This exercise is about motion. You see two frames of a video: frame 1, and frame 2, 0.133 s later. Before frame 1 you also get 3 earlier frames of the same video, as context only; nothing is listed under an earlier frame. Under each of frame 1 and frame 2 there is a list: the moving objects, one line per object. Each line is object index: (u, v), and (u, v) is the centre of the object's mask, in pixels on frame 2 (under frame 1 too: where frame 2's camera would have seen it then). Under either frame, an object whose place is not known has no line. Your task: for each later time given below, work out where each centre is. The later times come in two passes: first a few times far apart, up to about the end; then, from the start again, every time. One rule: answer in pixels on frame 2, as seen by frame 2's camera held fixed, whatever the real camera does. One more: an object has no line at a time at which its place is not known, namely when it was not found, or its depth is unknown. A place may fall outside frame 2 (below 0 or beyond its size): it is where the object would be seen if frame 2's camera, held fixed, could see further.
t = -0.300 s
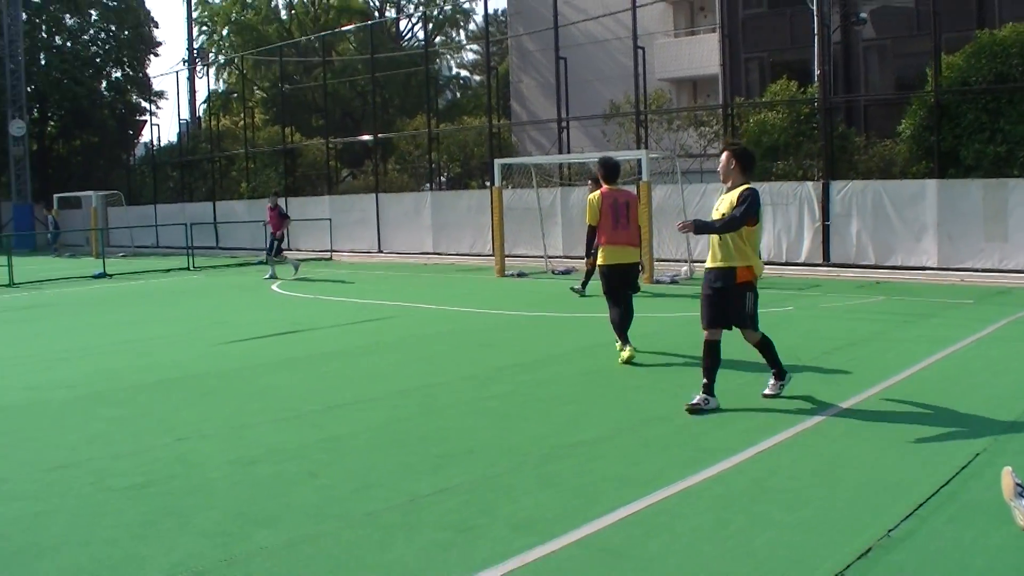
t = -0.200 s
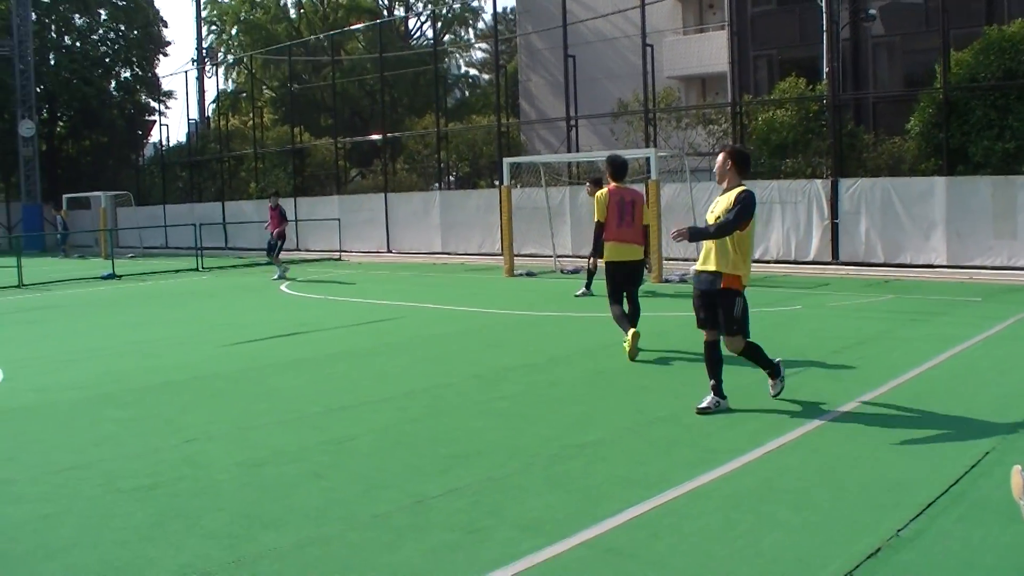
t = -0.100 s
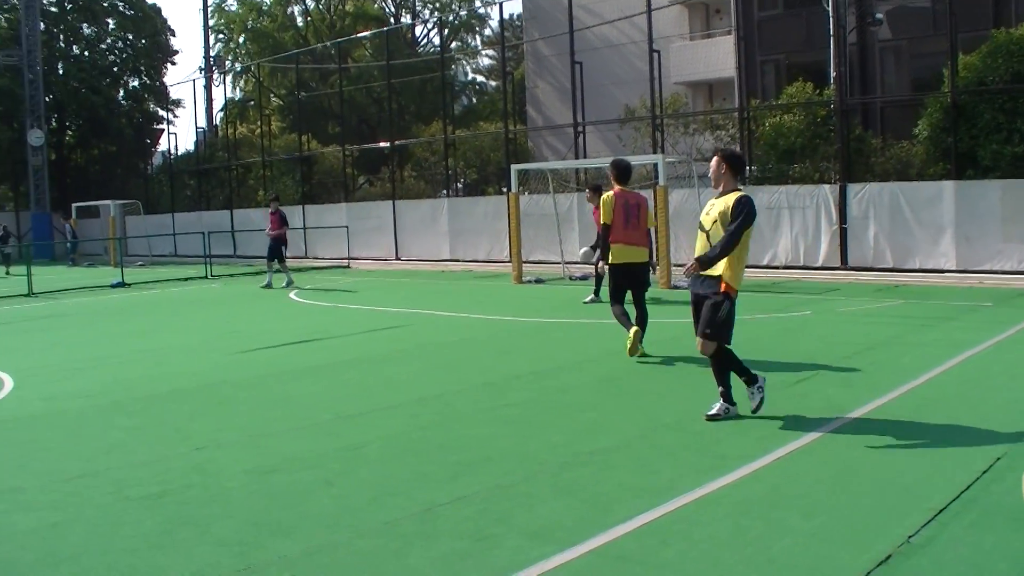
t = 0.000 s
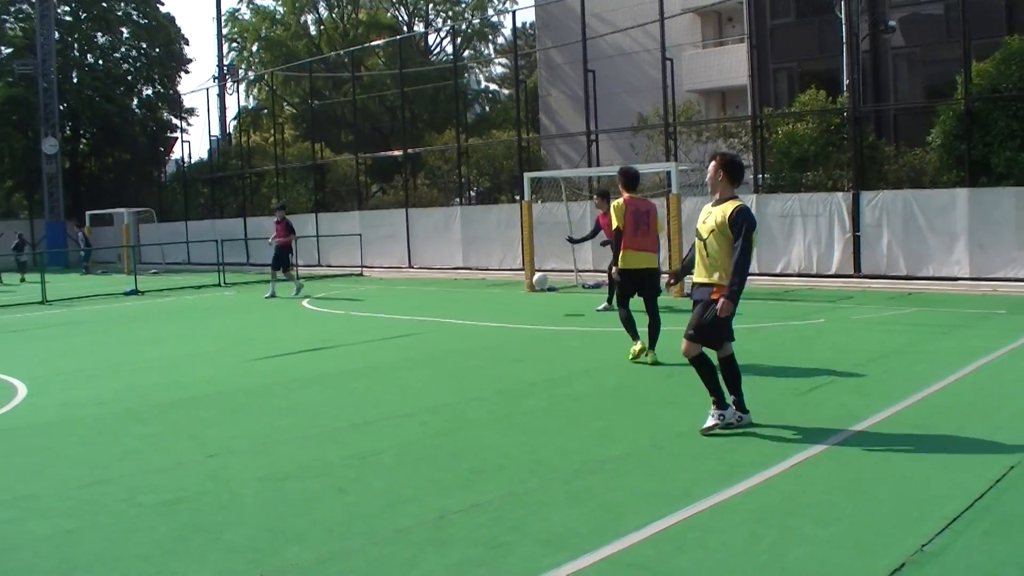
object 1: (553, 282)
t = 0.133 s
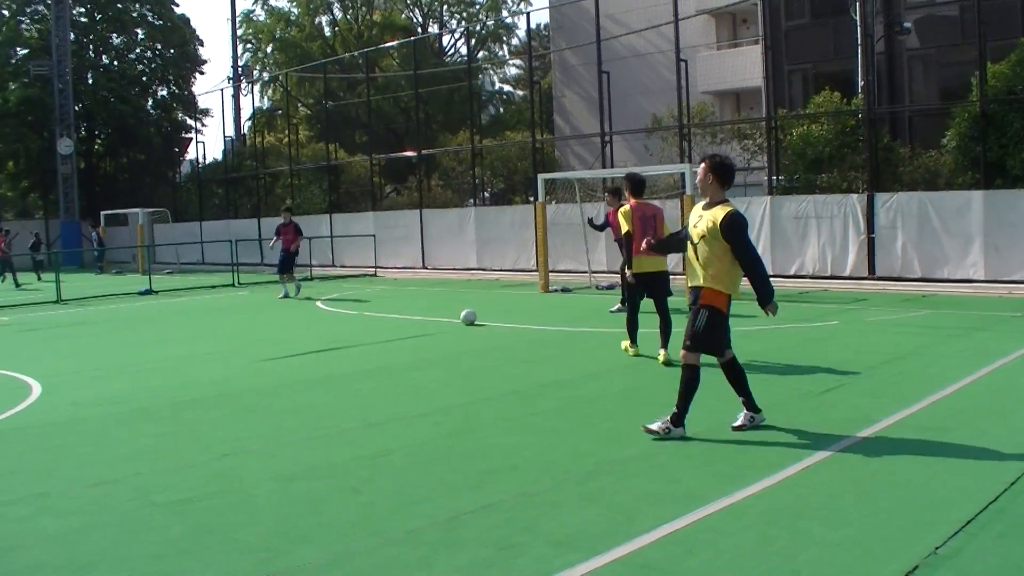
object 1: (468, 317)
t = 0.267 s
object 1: (404, 308)
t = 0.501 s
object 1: (285, 329)
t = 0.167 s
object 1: (452, 314)
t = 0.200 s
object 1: (437, 311)
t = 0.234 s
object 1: (420, 308)
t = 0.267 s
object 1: (404, 308)
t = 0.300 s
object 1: (387, 308)
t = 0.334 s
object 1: (371, 308)
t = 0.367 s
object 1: (355, 311)
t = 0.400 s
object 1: (338, 314)
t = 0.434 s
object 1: (320, 318)
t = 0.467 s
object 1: (303, 323)
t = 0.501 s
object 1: (285, 329)
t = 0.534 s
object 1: (268, 337)
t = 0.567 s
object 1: (251, 340)
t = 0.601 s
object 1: (233, 338)
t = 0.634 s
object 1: (215, 337)
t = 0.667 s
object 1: (197, 338)
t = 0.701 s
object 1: (178, 339)
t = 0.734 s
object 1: (160, 342)
